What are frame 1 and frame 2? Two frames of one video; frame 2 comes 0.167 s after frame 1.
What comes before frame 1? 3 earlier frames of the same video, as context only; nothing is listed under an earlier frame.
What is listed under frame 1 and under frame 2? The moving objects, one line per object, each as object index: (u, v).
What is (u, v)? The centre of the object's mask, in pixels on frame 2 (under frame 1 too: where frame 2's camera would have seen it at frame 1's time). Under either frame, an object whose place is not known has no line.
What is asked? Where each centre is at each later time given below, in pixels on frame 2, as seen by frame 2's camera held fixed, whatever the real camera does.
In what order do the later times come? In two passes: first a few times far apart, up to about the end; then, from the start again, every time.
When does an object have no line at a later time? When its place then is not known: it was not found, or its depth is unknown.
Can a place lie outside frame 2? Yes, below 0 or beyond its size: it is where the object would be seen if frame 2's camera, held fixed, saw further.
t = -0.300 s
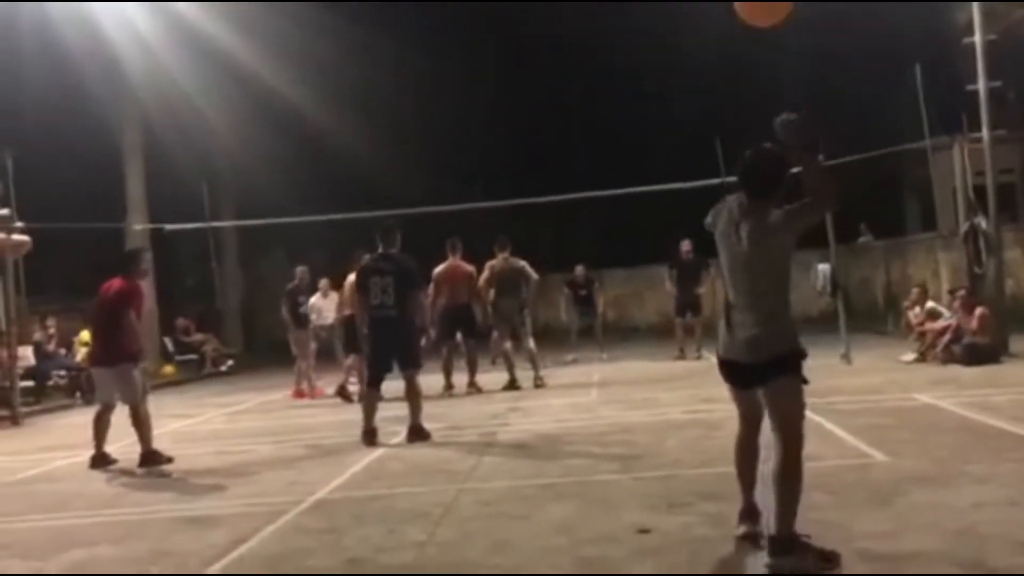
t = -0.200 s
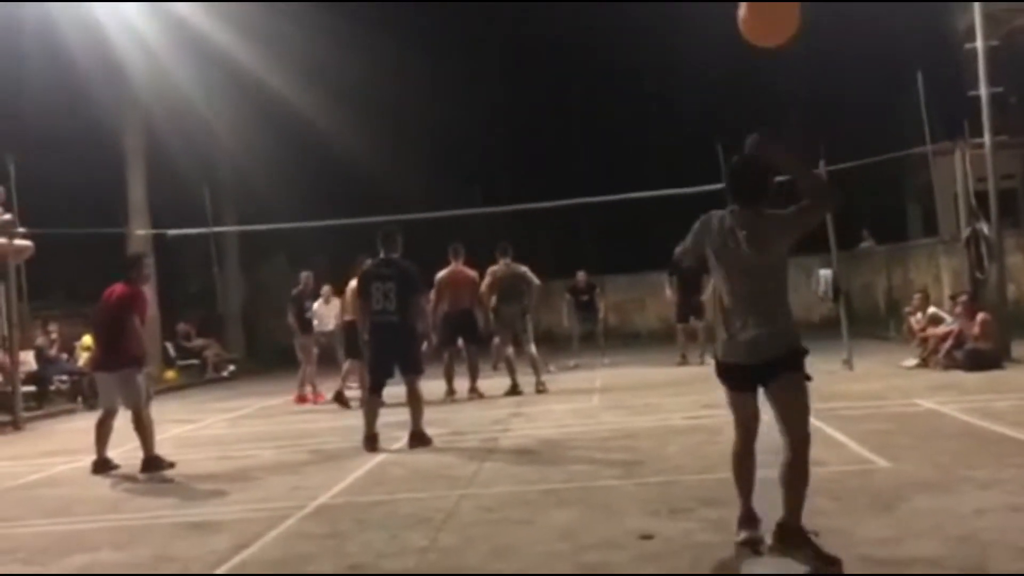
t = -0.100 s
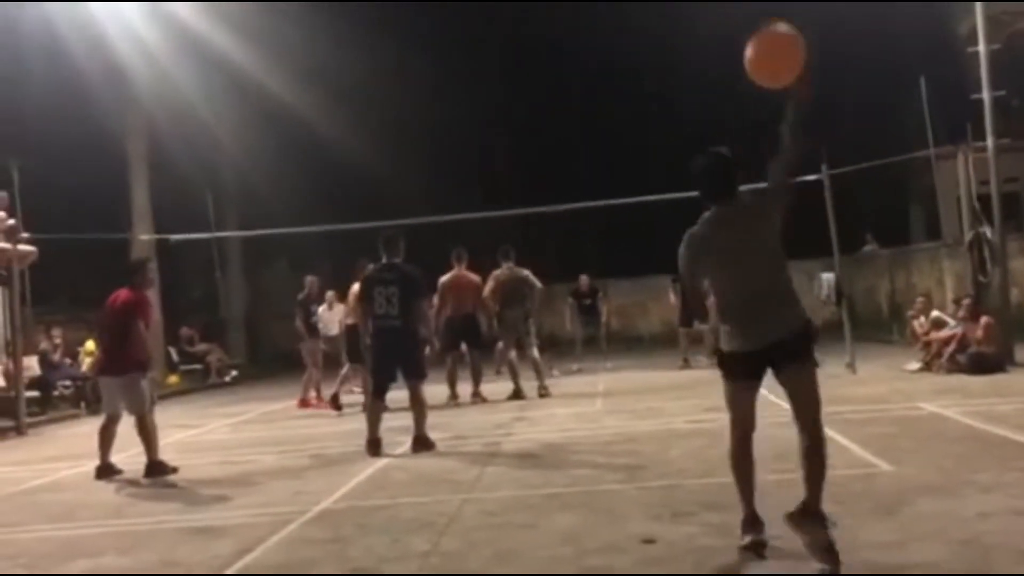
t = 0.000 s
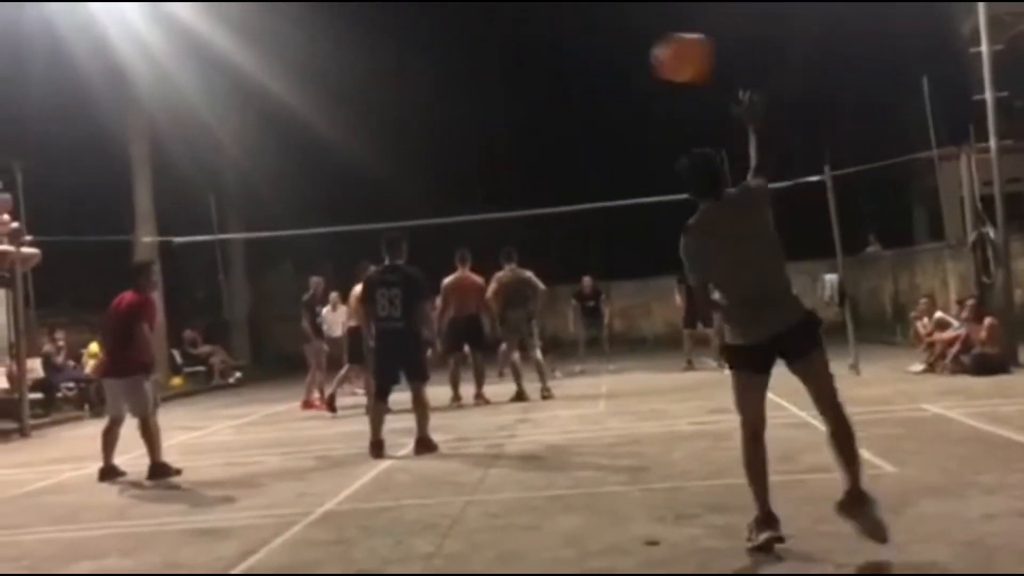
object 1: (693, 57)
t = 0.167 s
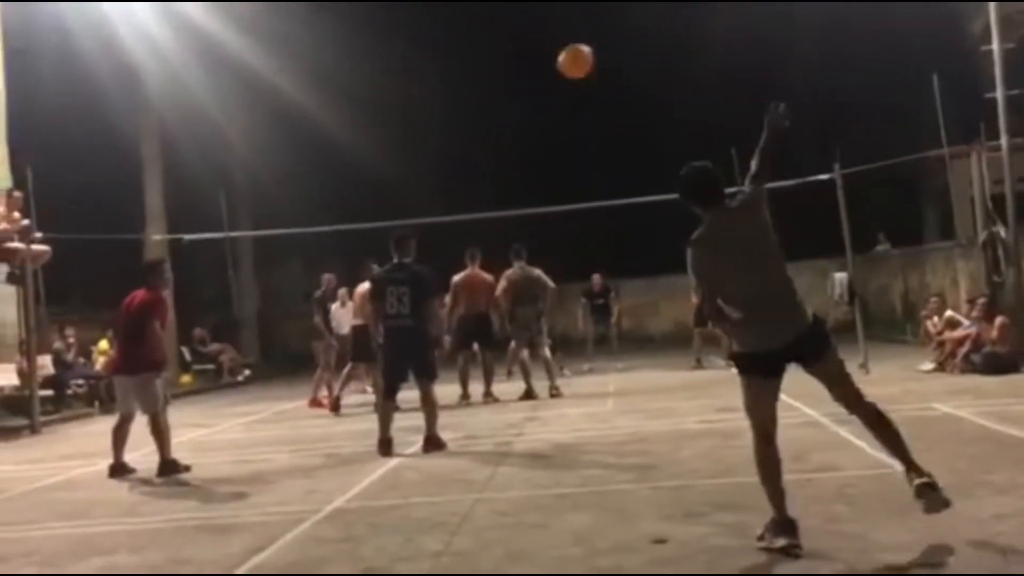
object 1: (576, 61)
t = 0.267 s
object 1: (545, 80)
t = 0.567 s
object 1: (510, 167)
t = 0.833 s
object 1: (513, 263)
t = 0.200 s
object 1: (563, 67)
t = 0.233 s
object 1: (553, 73)
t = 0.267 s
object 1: (545, 80)
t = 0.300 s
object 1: (539, 87)
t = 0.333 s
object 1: (533, 96)
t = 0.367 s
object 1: (529, 105)
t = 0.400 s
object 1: (524, 114)
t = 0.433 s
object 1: (521, 124)
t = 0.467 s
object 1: (517, 134)
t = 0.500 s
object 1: (514, 145)
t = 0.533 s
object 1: (512, 156)
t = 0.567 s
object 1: (510, 167)
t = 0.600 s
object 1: (509, 178)
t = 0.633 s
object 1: (509, 190)
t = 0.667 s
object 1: (508, 201)
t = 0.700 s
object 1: (509, 213)
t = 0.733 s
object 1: (510, 226)
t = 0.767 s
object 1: (511, 238)
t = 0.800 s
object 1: (512, 251)
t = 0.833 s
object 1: (513, 263)
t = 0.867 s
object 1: (513, 274)
